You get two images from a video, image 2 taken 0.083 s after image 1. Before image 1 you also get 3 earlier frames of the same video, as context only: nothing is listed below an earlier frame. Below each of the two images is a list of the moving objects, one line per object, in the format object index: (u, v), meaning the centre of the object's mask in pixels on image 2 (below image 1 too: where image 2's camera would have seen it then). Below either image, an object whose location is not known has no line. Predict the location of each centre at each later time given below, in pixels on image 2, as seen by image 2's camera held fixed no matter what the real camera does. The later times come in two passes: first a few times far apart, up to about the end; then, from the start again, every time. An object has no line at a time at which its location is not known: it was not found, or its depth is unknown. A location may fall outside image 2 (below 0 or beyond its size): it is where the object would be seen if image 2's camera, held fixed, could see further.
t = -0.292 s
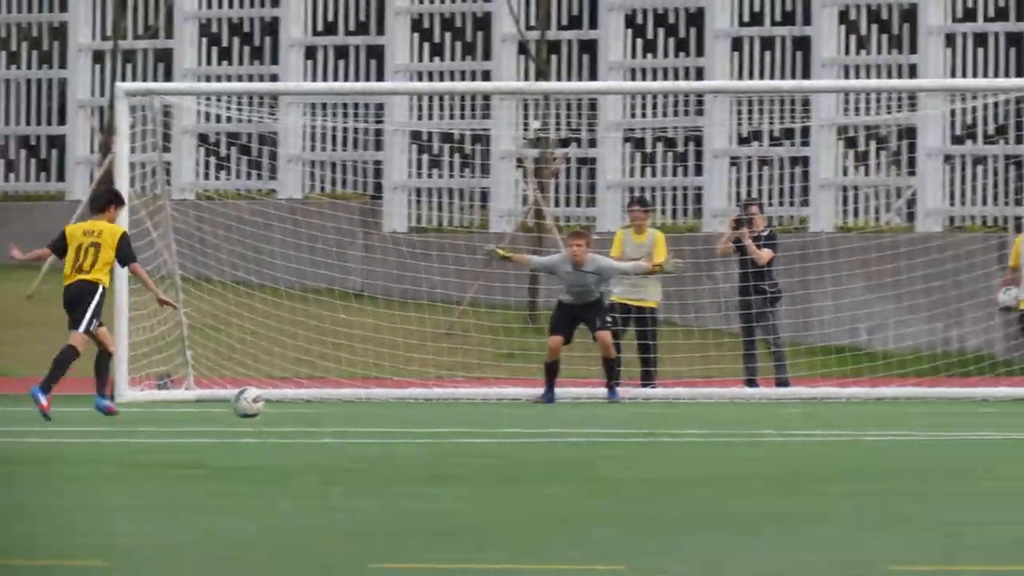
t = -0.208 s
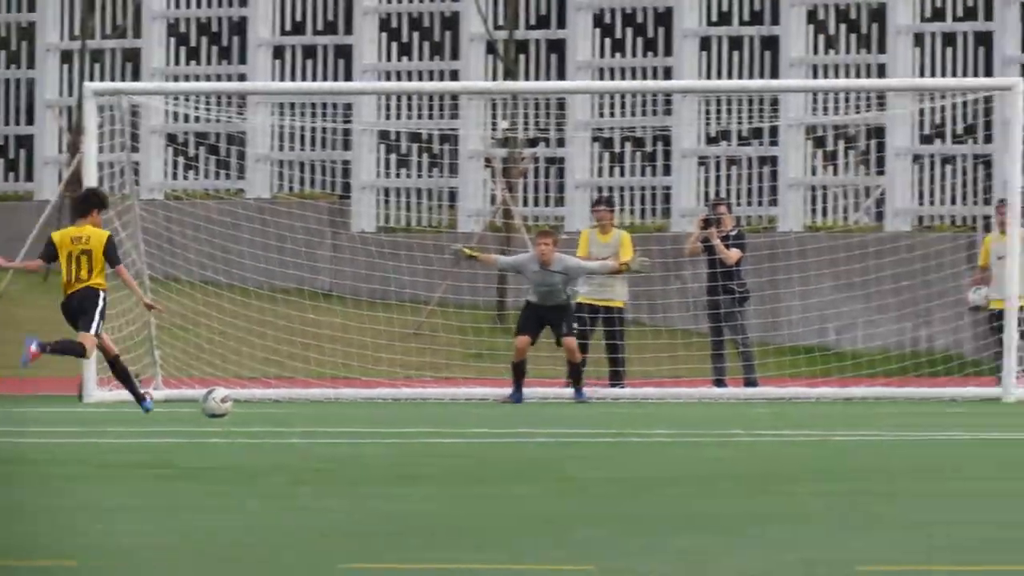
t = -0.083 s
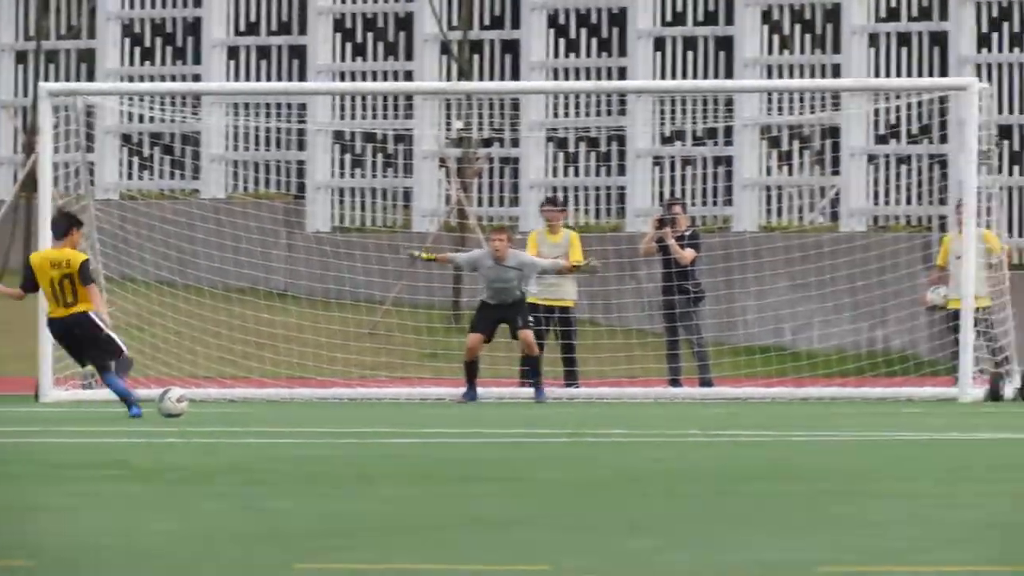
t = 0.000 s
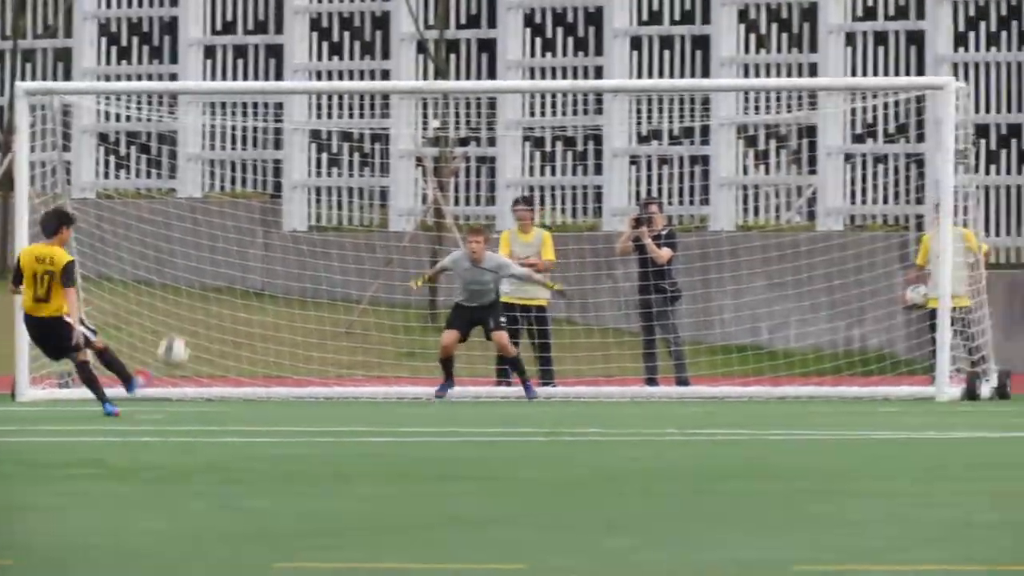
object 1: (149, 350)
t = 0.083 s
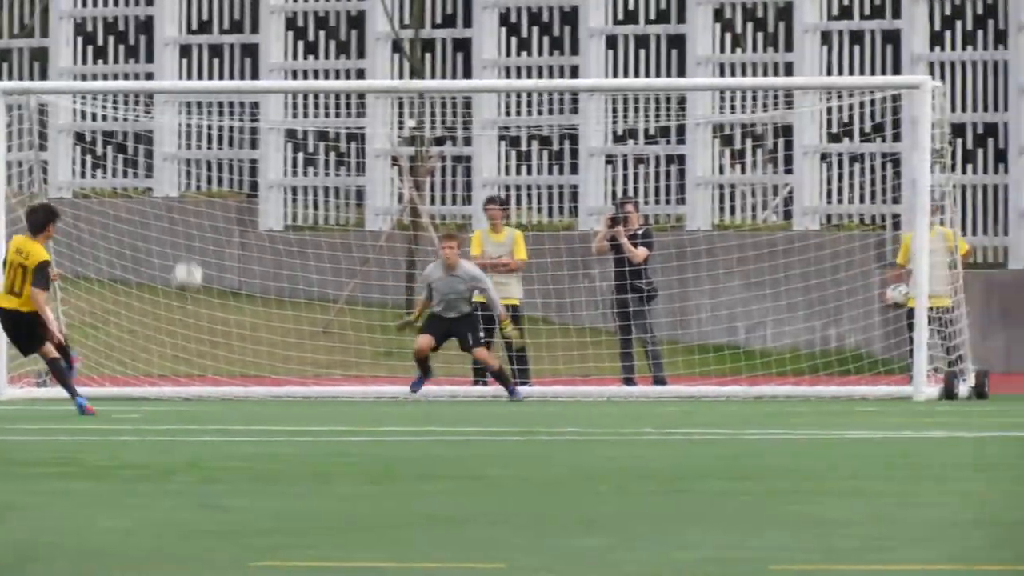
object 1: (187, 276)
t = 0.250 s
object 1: (238, 170)
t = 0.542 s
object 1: (281, 120)
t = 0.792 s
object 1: (280, 209)
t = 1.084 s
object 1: (279, 380)
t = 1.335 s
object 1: (248, 291)
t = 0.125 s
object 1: (202, 245)
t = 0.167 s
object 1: (216, 216)
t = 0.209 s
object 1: (229, 191)
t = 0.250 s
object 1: (238, 170)
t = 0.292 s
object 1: (248, 153)
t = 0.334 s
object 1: (255, 140)
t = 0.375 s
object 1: (262, 131)
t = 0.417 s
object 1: (269, 124)
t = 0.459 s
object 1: (274, 119)
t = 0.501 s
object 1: (281, 118)
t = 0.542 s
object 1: (281, 120)
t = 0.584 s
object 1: (282, 130)
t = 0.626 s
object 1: (280, 140)
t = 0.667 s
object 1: (280, 154)
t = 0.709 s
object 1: (280, 169)
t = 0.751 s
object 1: (280, 189)
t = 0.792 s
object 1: (280, 209)
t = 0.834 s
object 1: (280, 228)
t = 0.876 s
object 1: (279, 251)
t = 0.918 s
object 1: (279, 278)
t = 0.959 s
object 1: (279, 308)
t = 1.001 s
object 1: (279, 338)
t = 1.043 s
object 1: (279, 370)
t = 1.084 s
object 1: (279, 380)
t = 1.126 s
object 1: (275, 360)
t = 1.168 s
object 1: (267, 343)
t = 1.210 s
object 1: (261, 327)
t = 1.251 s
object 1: (257, 312)
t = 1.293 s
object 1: (252, 300)
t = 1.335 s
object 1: (248, 291)
